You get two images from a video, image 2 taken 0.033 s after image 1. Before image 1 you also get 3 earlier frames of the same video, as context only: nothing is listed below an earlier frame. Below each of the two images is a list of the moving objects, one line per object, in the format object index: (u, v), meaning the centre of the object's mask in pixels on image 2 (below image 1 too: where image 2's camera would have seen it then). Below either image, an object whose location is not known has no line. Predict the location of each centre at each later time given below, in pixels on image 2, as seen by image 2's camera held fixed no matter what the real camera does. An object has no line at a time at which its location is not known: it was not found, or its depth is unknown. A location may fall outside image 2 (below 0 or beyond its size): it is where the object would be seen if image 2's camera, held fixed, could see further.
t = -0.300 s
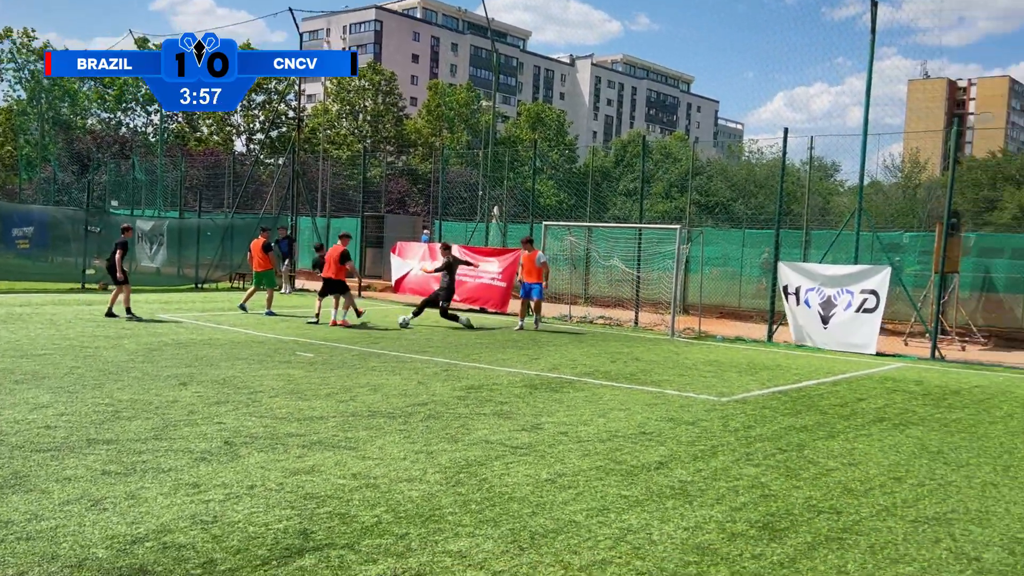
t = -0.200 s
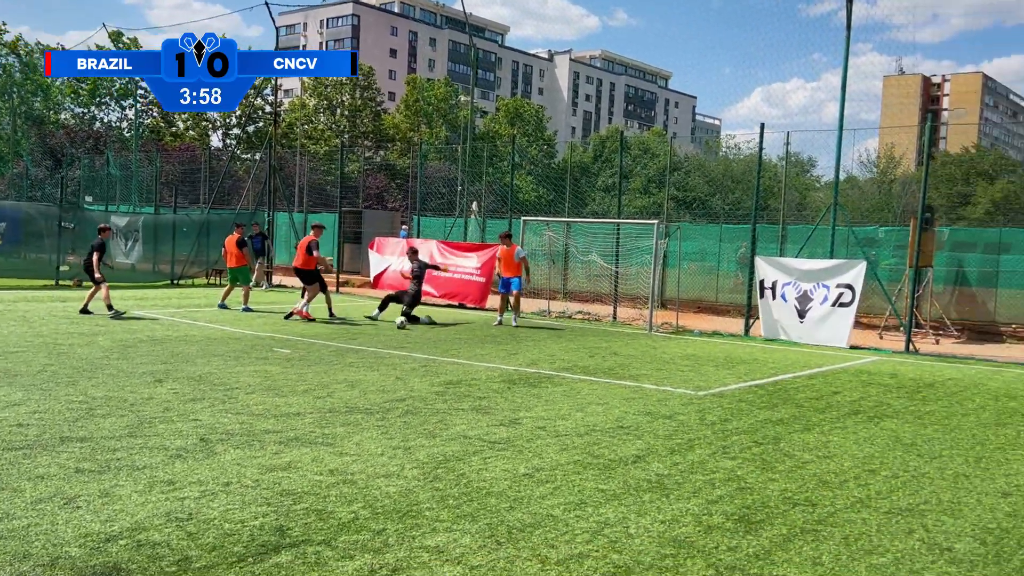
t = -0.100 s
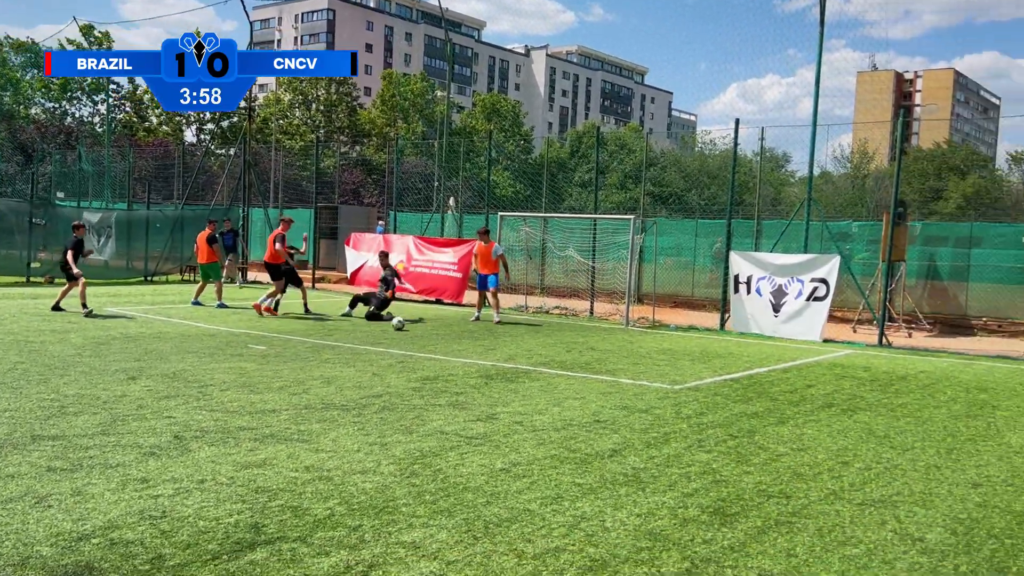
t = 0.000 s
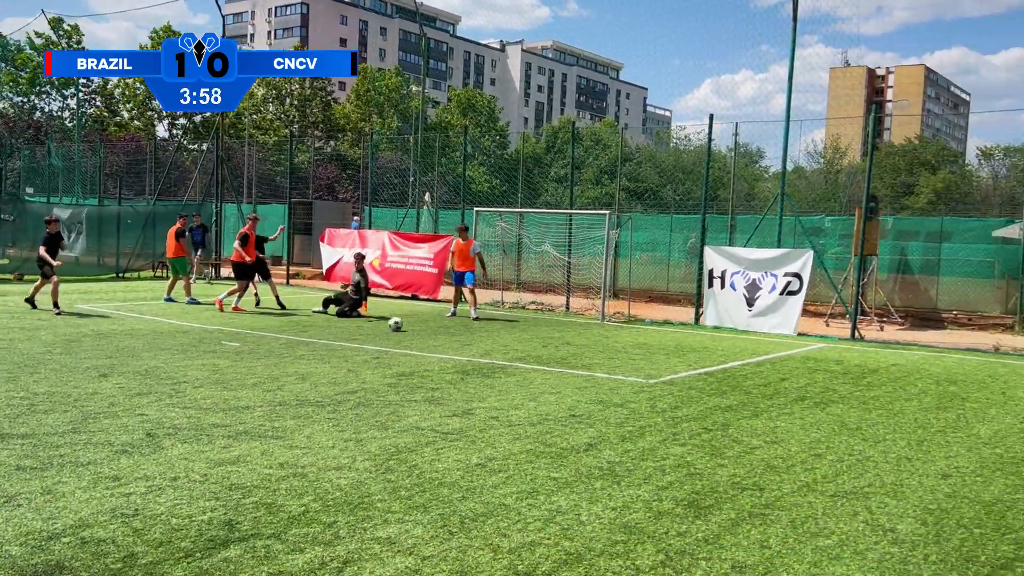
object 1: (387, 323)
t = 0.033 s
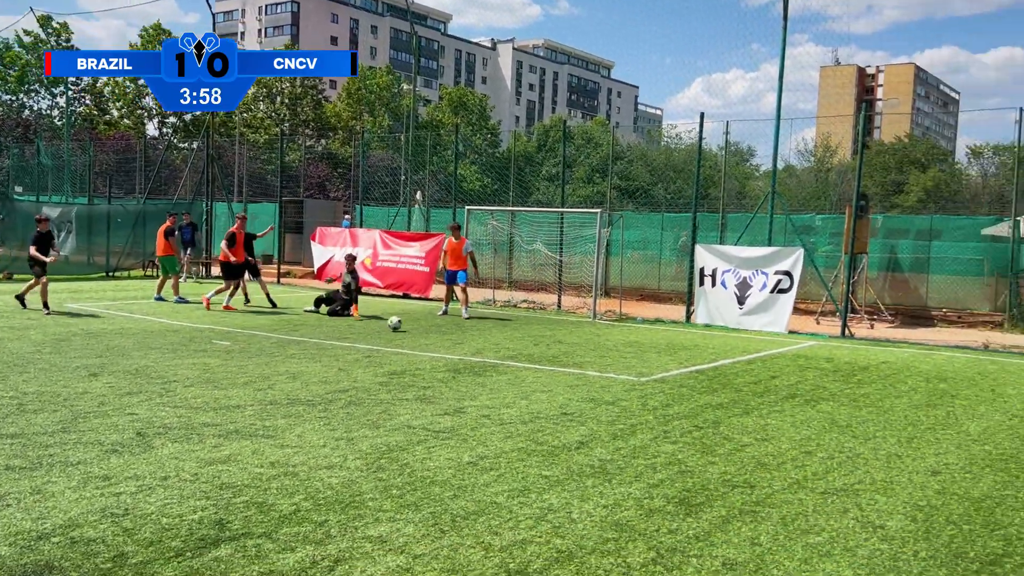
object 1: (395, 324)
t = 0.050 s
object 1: (398, 324)
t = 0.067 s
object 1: (402, 325)
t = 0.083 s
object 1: (406, 326)
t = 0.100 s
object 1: (410, 327)
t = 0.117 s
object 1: (414, 328)
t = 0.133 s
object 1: (418, 329)
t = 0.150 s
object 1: (422, 329)
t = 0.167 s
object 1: (426, 330)
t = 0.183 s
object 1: (430, 330)
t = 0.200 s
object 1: (433, 331)
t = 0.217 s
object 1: (438, 331)
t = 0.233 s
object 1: (442, 333)
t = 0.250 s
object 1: (447, 335)
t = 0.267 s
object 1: (451, 336)
